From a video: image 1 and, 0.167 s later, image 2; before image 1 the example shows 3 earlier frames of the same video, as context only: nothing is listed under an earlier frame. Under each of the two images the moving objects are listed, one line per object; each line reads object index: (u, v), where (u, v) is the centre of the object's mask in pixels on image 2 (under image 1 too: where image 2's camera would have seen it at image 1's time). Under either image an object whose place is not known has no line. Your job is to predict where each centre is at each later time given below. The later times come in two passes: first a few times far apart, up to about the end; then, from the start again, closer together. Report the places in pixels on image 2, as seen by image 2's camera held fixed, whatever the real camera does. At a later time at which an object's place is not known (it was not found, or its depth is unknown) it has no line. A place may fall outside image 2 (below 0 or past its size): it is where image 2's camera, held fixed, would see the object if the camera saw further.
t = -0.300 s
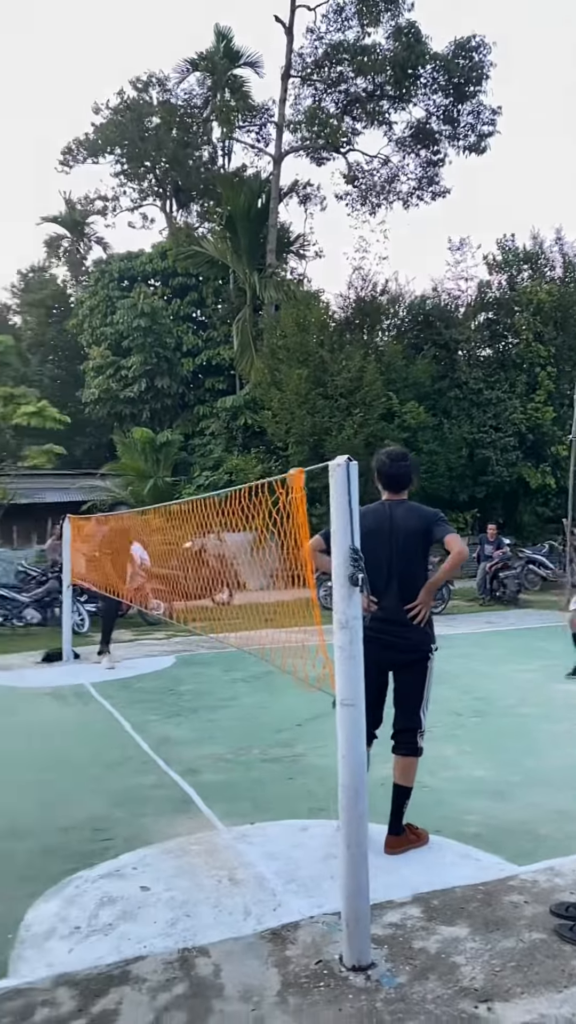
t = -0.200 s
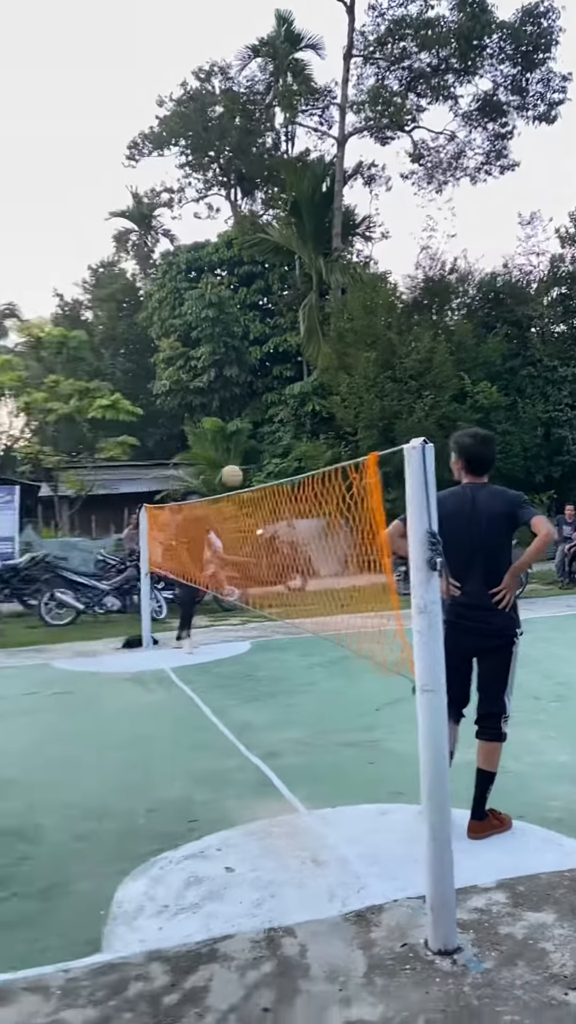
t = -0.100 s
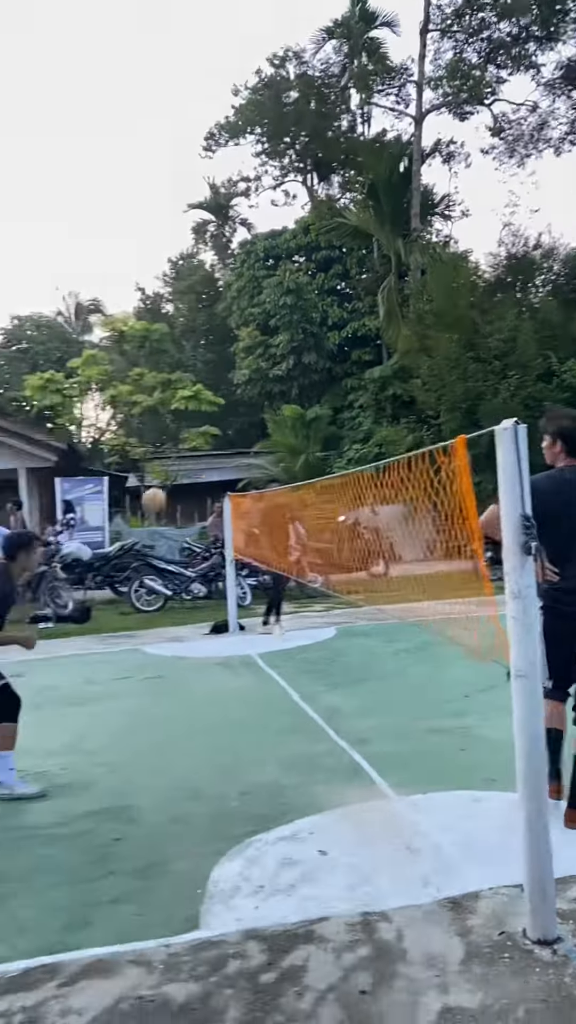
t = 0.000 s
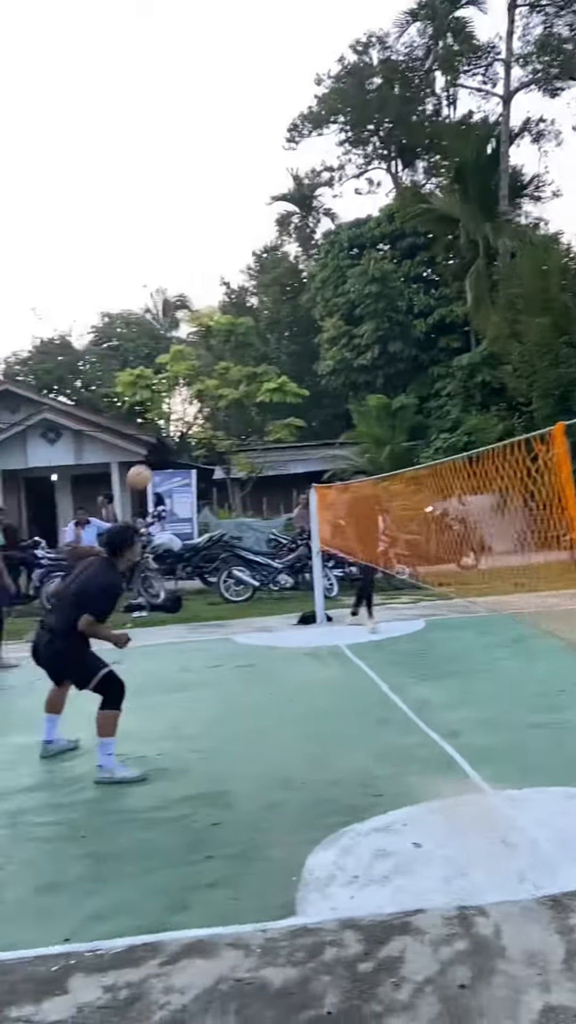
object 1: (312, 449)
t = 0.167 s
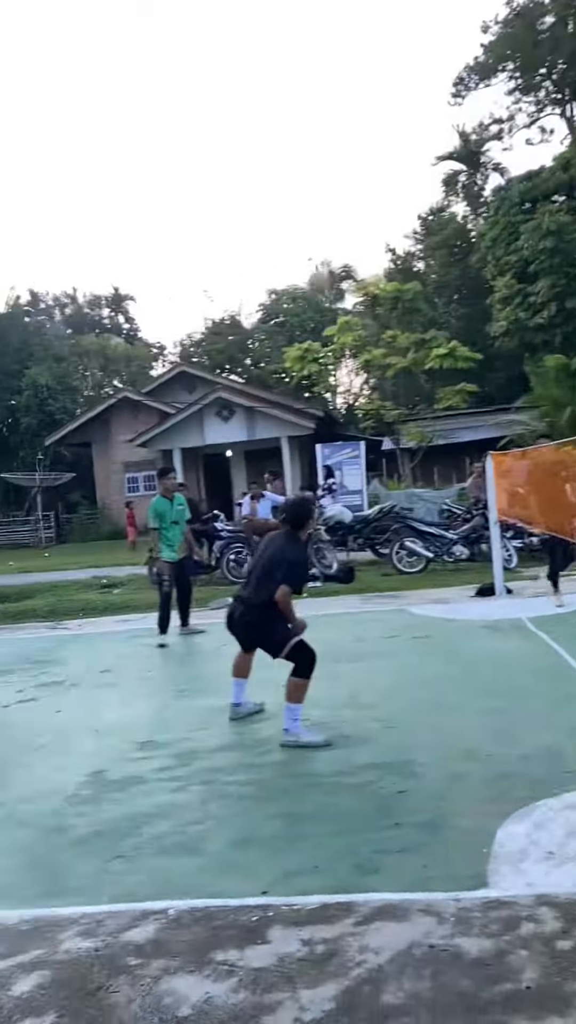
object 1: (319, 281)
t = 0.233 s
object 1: (322, 230)
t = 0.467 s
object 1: (333, 110)
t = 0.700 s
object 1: (352, 82)
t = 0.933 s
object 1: (374, 141)
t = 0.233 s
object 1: (322, 230)
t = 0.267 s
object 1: (324, 206)
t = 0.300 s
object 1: (325, 186)
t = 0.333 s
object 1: (326, 167)
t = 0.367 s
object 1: (328, 150)
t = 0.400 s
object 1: (329, 134)
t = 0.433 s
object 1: (331, 121)
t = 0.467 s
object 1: (333, 110)
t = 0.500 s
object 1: (336, 100)
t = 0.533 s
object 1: (338, 93)
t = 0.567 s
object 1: (340, 87)
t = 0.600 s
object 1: (343, 83)
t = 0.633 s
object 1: (346, 81)
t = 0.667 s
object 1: (349, 81)
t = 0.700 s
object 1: (352, 82)
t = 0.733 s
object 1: (355, 85)
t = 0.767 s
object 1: (358, 90)
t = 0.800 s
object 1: (361, 97)
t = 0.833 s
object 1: (364, 105)
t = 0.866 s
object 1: (369, 115)
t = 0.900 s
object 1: (371, 127)
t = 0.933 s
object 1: (374, 141)
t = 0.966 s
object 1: (378, 156)
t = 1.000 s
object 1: (381, 173)
